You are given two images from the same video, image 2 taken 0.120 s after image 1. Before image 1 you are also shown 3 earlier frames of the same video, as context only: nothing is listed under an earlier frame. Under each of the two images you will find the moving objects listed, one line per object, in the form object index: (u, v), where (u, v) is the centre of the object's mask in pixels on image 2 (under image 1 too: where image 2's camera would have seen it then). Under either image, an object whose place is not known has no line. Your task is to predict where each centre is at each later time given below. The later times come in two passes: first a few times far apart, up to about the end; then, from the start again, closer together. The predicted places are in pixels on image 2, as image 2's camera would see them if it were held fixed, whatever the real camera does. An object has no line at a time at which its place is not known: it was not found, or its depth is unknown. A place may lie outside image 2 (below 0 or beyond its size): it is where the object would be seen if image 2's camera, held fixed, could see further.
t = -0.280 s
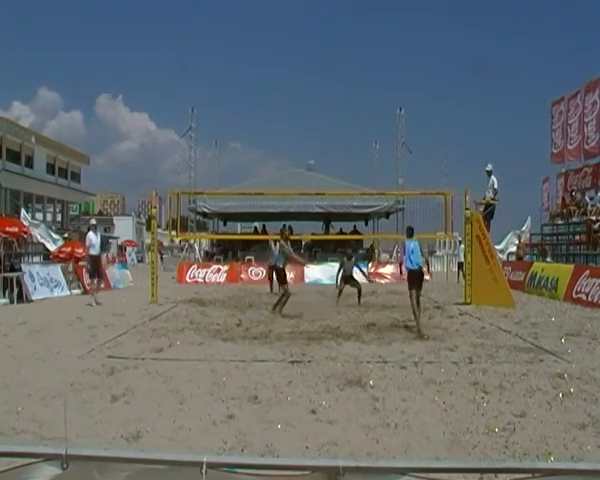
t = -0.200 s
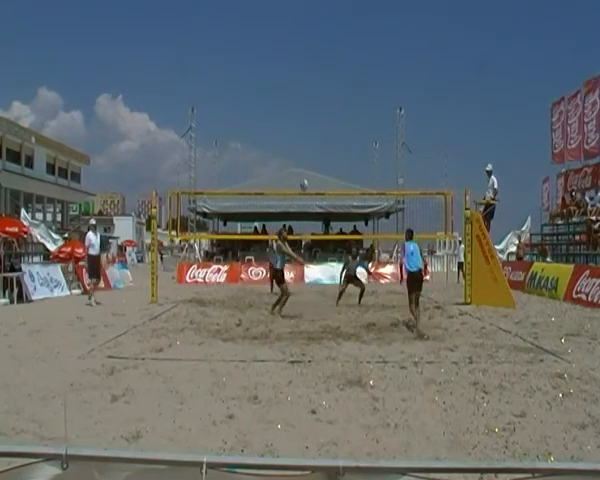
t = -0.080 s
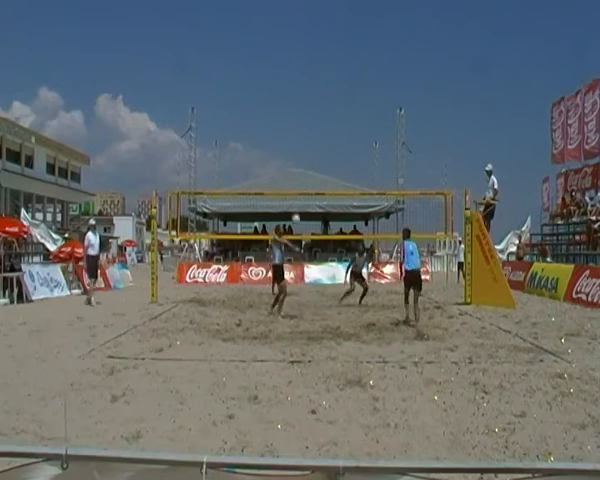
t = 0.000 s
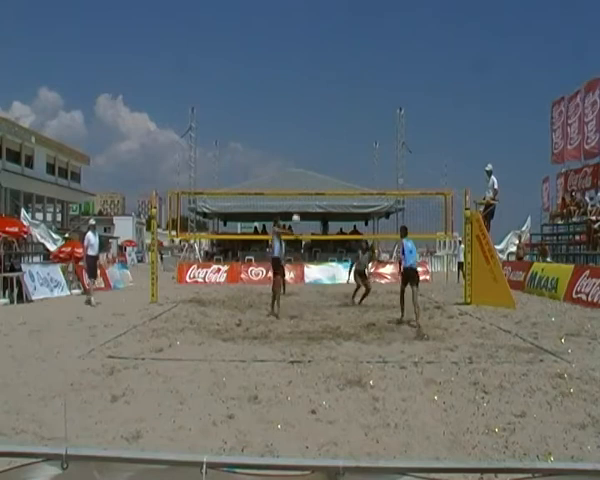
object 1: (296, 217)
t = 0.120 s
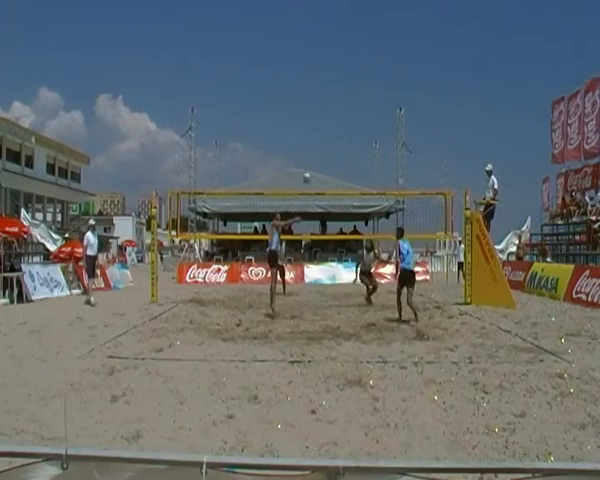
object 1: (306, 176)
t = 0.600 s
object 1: (343, 98)
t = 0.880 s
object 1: (360, 106)
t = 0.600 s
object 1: (343, 98)
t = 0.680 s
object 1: (349, 96)
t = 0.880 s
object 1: (360, 106)
